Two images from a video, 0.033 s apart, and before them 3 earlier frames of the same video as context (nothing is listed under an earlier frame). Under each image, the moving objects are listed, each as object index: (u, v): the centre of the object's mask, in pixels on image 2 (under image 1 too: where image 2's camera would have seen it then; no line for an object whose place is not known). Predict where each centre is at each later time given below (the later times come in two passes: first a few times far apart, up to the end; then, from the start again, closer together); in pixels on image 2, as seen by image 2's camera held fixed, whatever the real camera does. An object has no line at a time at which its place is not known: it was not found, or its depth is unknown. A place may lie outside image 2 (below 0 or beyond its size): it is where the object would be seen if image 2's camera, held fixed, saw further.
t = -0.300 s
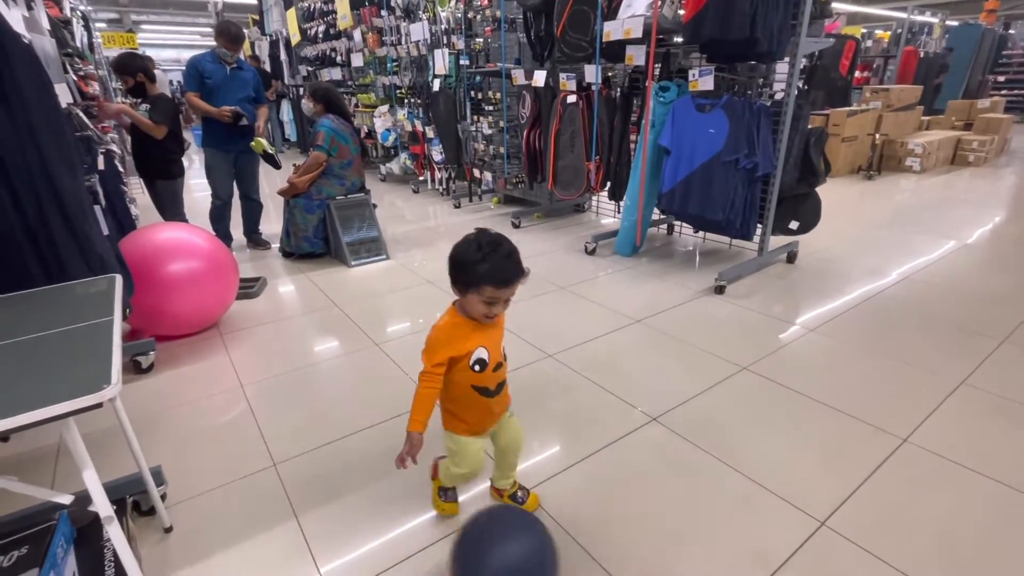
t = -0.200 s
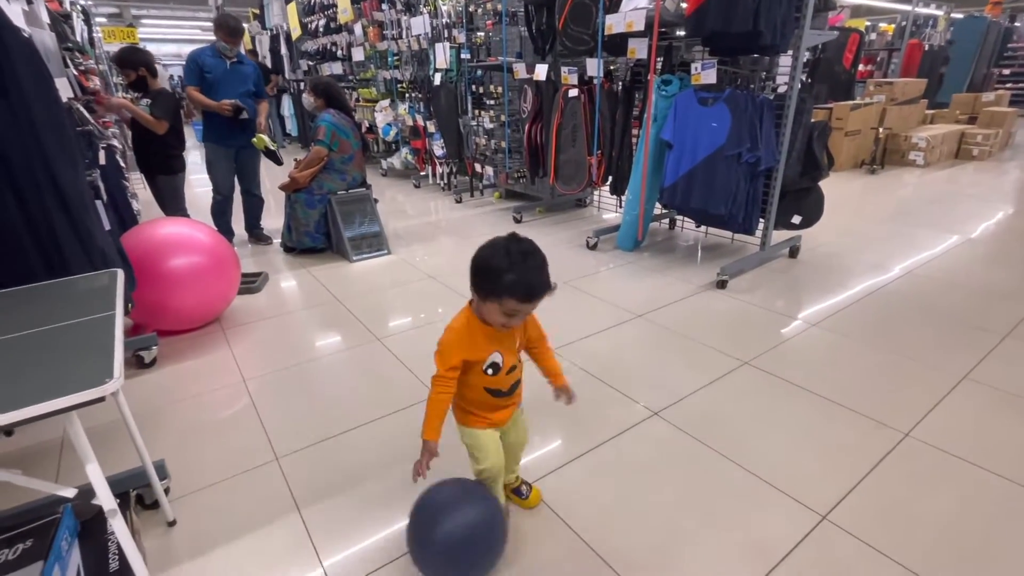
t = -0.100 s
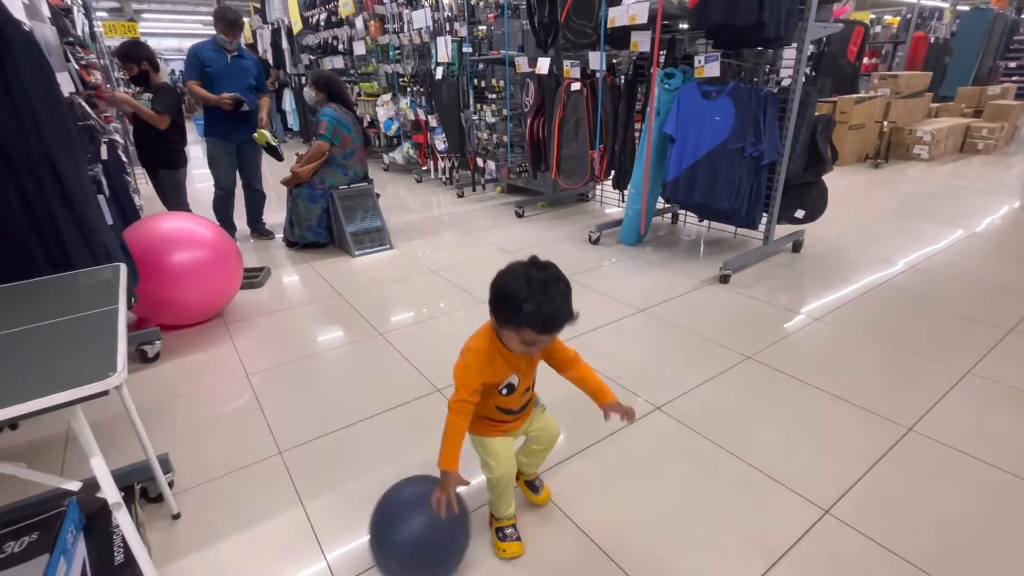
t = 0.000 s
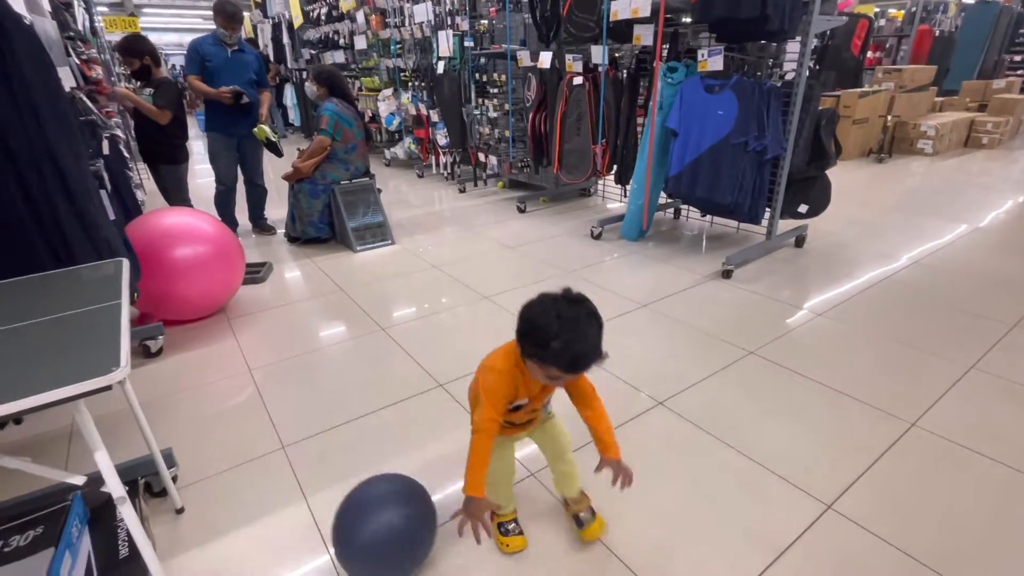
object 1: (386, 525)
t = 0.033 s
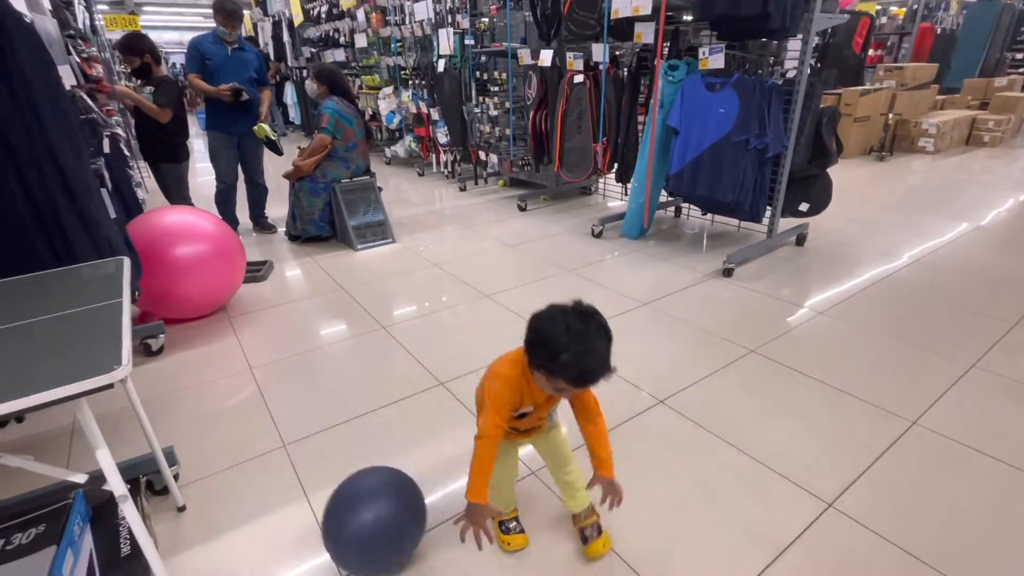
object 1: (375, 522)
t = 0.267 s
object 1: (304, 502)
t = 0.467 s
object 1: (252, 486)
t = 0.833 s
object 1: (254, 449)
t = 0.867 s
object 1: (258, 445)
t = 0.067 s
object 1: (364, 519)
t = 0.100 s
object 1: (354, 519)
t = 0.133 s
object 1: (344, 518)
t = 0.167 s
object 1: (333, 510)
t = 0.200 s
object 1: (323, 505)
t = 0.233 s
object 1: (313, 502)
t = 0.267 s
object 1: (304, 502)
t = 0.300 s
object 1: (296, 501)
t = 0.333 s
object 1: (286, 495)
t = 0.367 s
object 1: (277, 491)
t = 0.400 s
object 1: (268, 489)
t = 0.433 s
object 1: (260, 489)
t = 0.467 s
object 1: (252, 486)
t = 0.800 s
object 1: (250, 456)
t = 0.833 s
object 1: (254, 449)
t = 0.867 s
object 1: (258, 445)
